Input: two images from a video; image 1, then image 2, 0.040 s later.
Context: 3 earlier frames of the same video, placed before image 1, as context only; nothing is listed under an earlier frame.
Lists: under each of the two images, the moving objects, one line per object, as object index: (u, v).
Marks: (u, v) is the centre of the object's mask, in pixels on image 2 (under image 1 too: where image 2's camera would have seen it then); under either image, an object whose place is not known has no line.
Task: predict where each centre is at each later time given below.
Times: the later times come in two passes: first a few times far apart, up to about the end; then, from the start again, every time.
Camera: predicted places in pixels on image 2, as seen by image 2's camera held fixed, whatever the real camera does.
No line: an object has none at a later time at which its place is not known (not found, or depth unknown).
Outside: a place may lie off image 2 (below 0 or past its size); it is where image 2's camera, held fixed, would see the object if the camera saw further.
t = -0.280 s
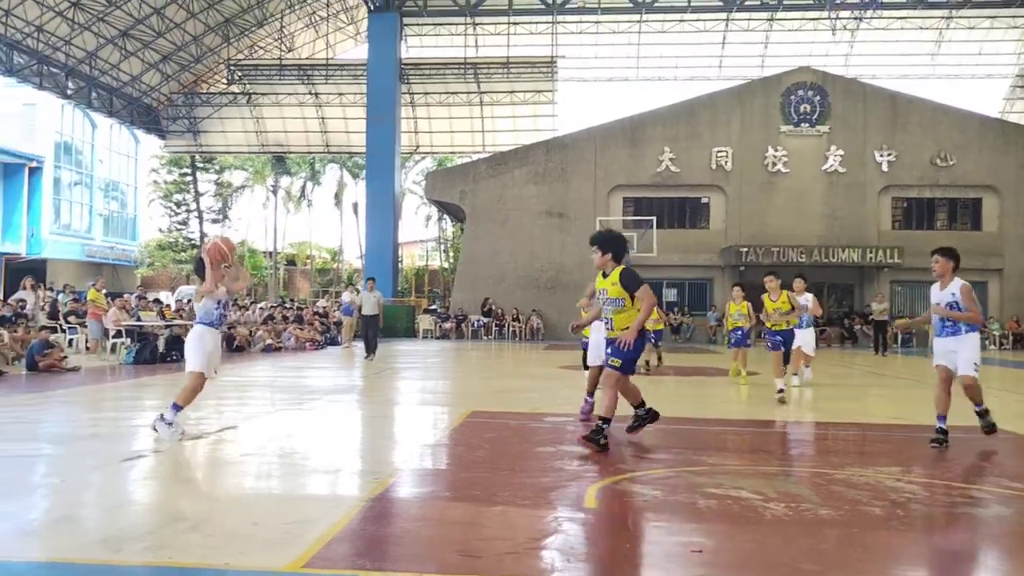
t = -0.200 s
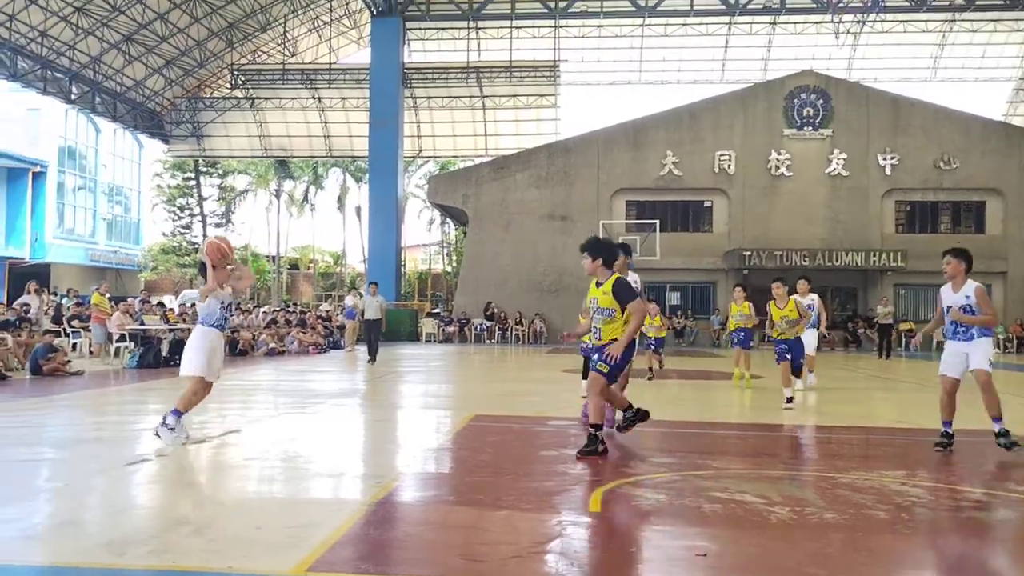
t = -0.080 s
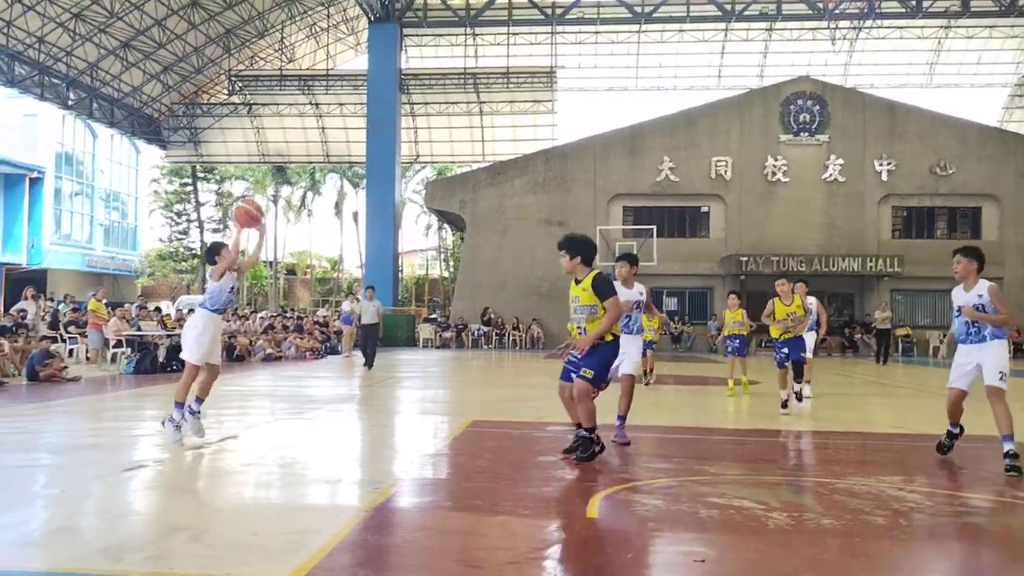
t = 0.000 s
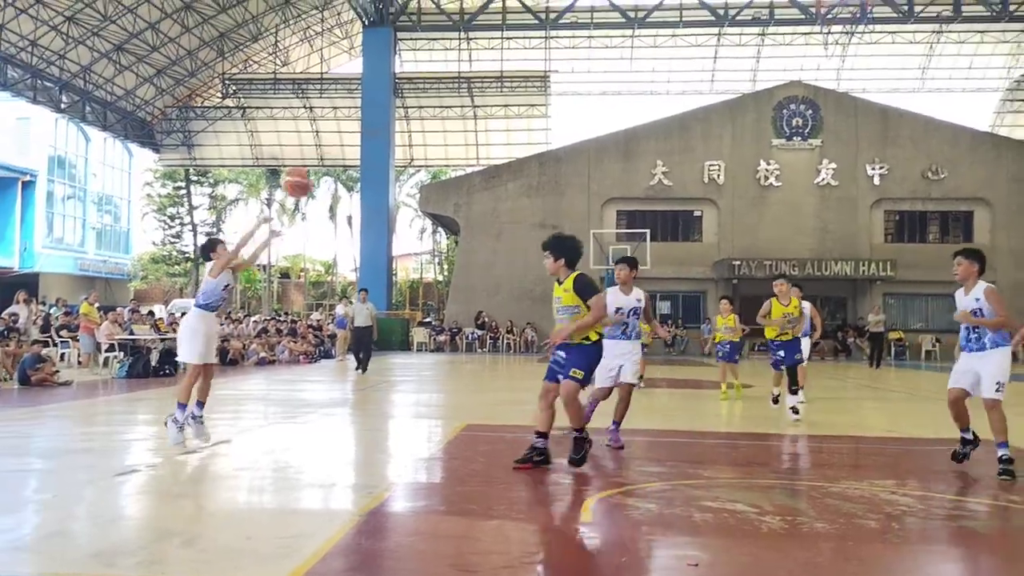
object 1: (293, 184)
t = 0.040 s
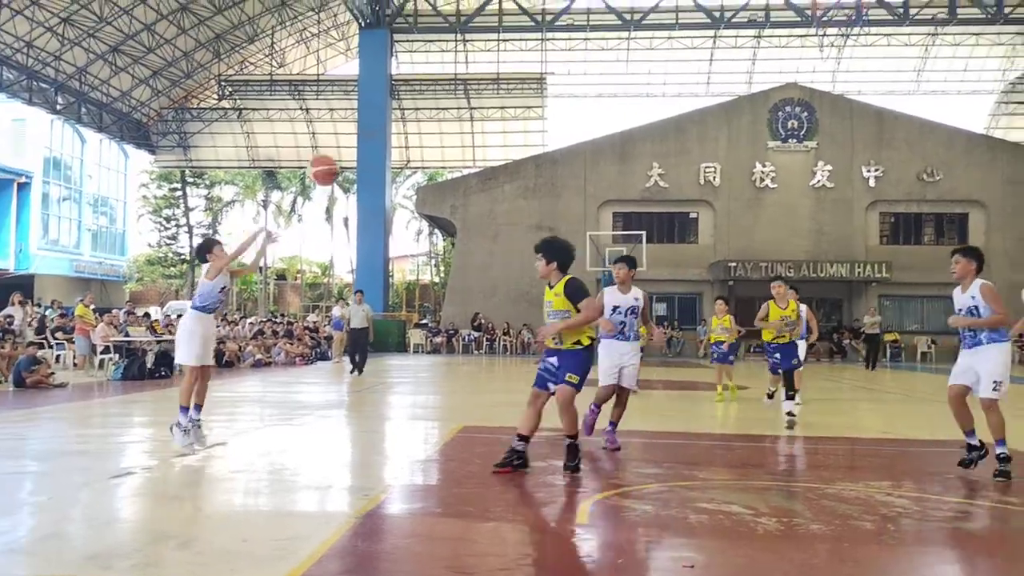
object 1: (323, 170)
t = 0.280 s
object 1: (512, 129)
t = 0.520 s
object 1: (721, 167)
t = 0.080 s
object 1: (354, 158)
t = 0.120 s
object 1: (384, 148)
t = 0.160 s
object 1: (416, 140)
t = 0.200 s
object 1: (447, 134)
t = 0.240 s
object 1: (479, 130)
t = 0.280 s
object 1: (512, 129)
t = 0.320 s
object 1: (545, 128)
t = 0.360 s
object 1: (578, 132)
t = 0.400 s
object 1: (614, 137)
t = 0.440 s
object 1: (648, 144)
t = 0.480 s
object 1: (683, 154)
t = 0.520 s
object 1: (721, 167)
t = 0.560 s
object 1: (757, 183)
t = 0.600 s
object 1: (795, 202)
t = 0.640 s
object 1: (833, 223)
